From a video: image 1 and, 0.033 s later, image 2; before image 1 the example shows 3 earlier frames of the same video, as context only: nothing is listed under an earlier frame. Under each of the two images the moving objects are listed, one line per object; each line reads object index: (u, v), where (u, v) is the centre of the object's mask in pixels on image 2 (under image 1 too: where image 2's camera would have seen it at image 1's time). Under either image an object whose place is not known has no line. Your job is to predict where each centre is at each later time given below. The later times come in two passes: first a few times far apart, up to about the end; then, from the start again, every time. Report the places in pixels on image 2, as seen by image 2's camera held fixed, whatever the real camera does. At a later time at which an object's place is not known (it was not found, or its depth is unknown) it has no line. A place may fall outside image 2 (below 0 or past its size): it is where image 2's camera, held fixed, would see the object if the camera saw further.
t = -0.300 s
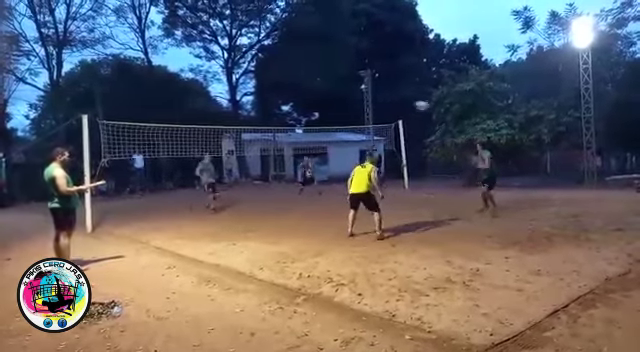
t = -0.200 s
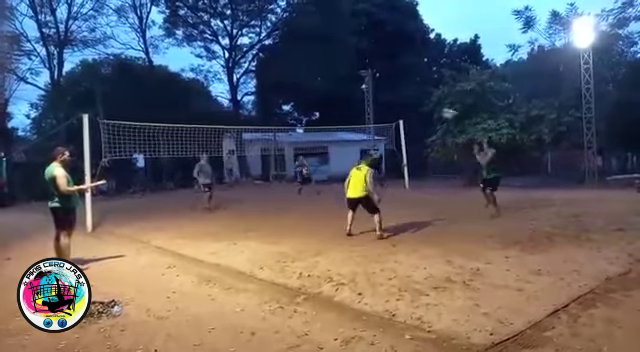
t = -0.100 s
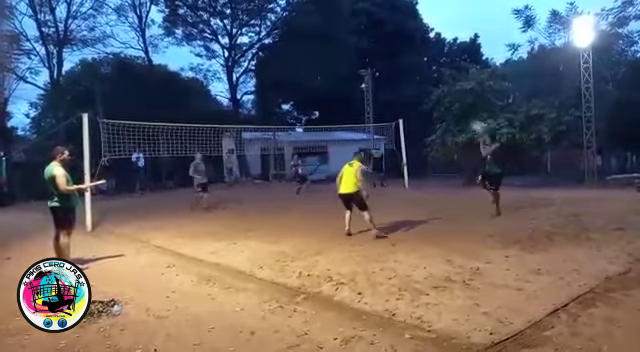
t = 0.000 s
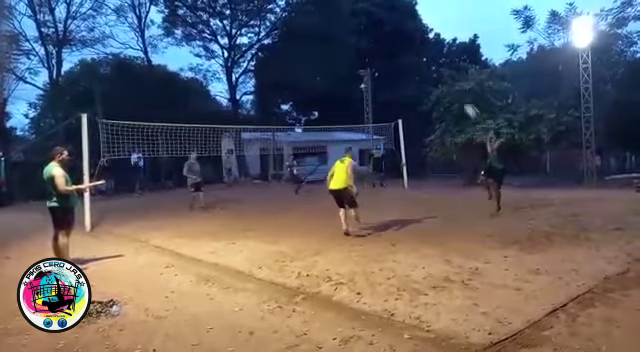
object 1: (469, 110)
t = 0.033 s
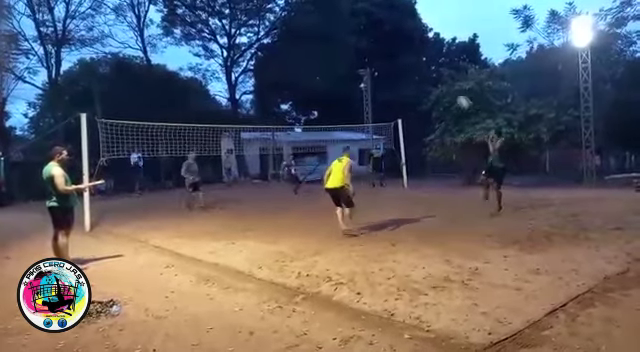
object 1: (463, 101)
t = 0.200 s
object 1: (431, 70)
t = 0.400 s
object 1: (394, 49)
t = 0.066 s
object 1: (457, 94)
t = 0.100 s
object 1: (451, 87)
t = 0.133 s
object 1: (443, 81)
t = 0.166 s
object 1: (437, 75)
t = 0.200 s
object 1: (431, 70)
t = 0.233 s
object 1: (424, 65)
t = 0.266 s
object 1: (418, 61)
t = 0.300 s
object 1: (412, 57)
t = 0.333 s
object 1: (406, 54)
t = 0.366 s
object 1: (400, 52)
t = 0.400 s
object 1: (394, 49)
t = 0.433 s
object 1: (387, 47)
